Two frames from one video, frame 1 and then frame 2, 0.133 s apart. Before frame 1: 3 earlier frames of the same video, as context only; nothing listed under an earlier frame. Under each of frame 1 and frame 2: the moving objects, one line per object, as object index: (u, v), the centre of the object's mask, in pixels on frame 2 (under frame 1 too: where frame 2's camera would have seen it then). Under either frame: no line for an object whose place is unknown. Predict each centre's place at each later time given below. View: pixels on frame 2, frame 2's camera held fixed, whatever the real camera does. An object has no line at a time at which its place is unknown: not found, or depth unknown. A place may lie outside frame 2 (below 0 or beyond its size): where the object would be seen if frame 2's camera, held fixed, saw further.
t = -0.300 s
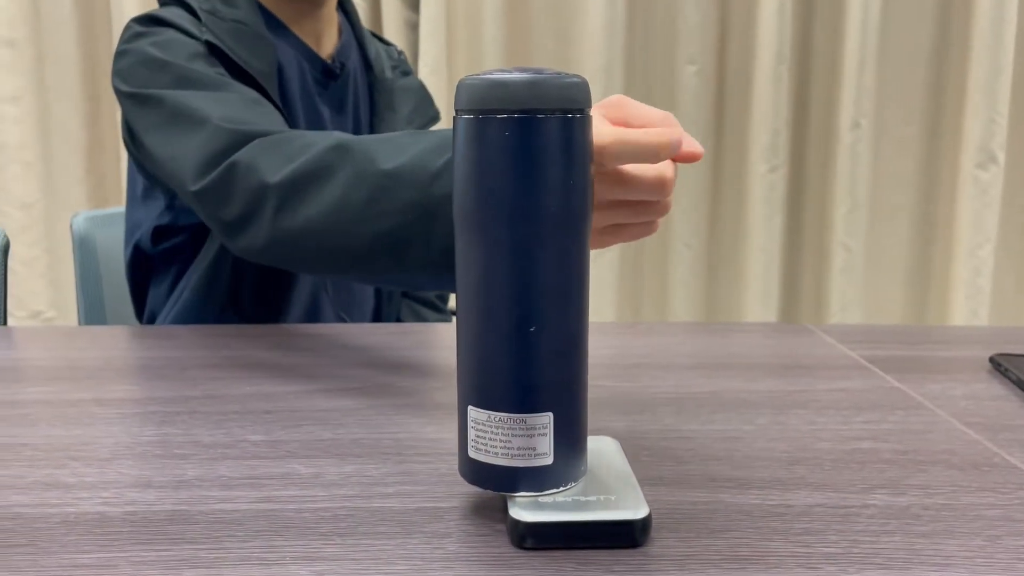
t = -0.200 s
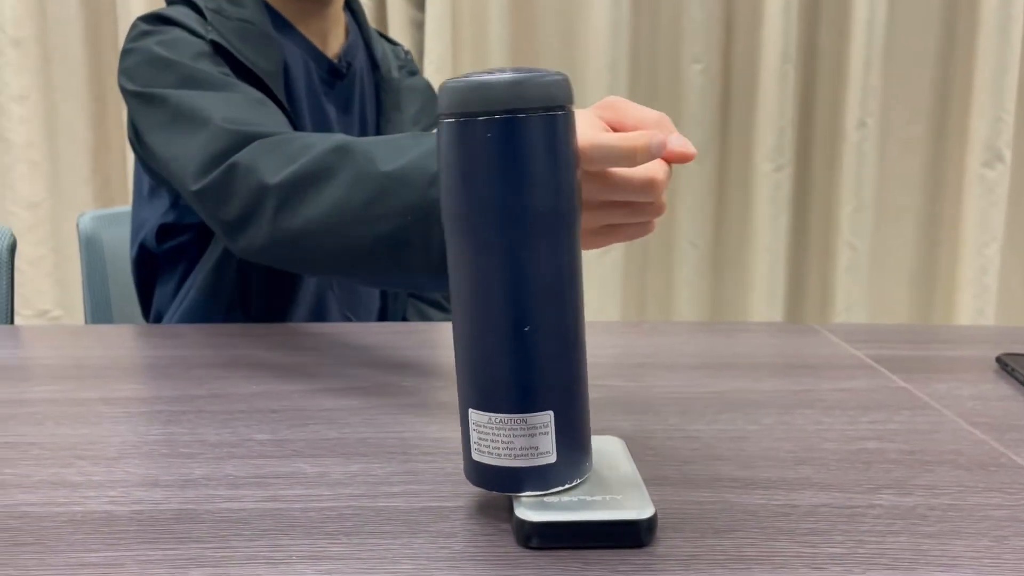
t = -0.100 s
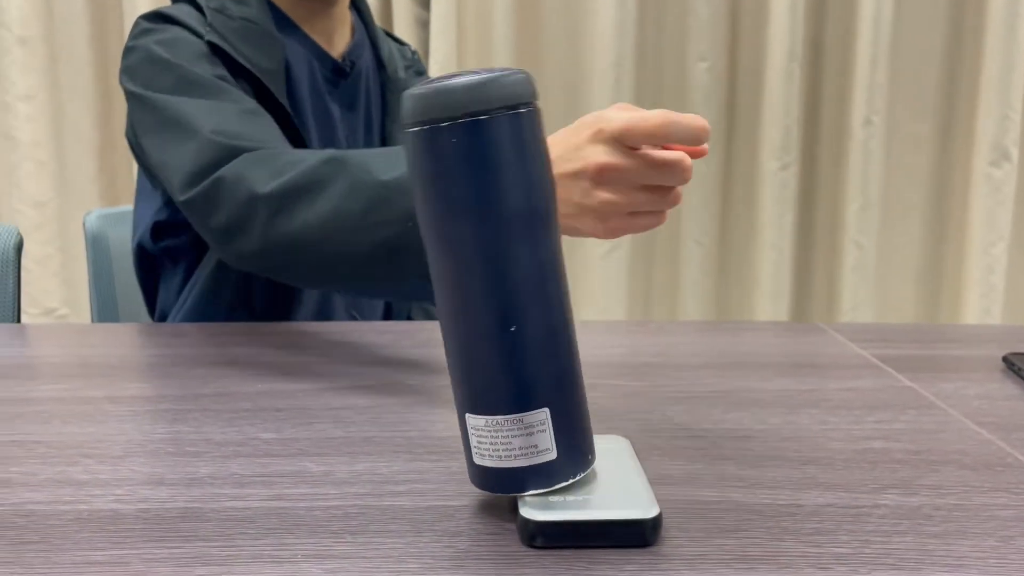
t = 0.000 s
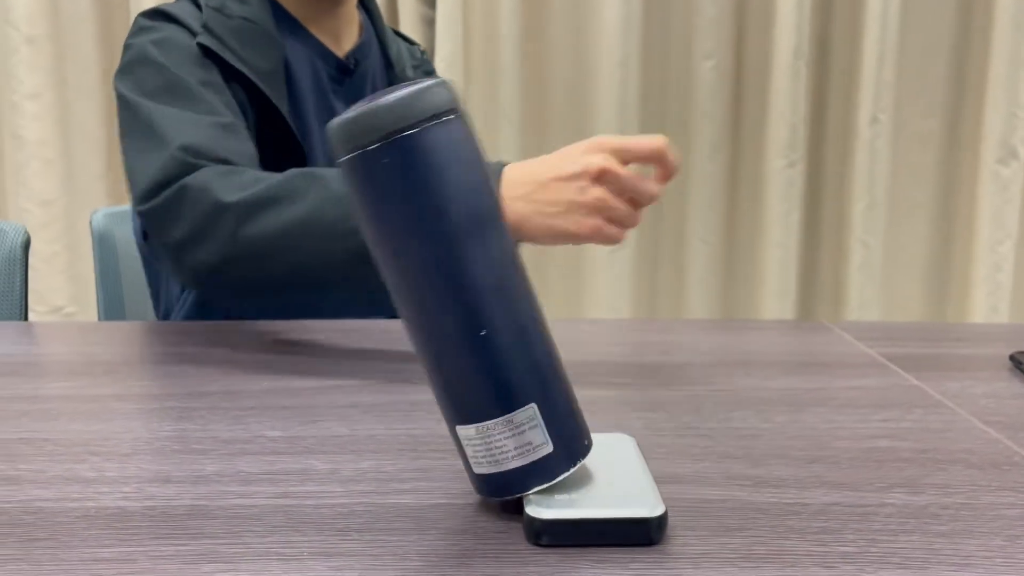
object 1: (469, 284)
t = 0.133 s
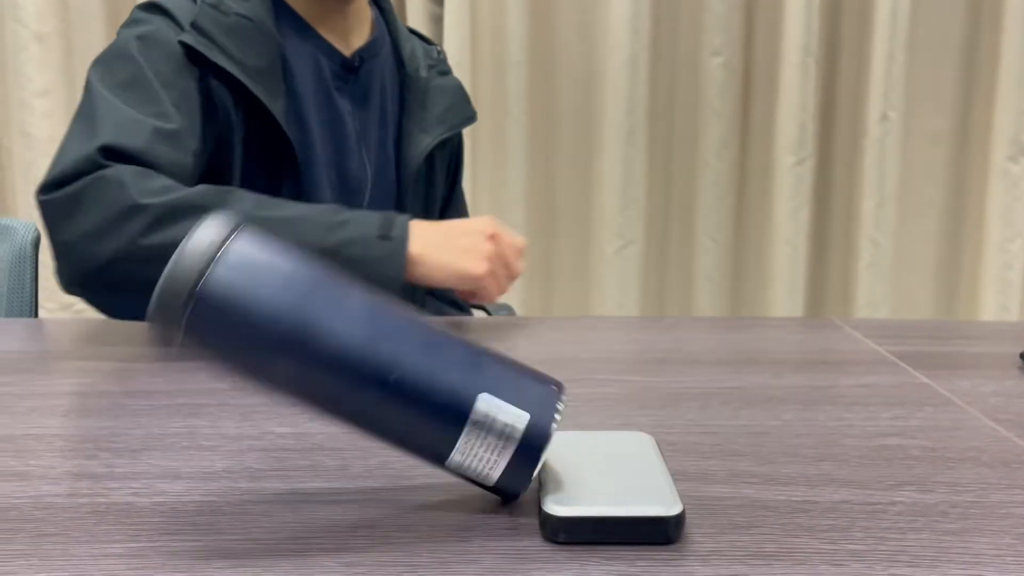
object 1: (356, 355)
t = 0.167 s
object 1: (325, 404)
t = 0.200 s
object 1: (299, 424)
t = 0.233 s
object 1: (279, 407)
